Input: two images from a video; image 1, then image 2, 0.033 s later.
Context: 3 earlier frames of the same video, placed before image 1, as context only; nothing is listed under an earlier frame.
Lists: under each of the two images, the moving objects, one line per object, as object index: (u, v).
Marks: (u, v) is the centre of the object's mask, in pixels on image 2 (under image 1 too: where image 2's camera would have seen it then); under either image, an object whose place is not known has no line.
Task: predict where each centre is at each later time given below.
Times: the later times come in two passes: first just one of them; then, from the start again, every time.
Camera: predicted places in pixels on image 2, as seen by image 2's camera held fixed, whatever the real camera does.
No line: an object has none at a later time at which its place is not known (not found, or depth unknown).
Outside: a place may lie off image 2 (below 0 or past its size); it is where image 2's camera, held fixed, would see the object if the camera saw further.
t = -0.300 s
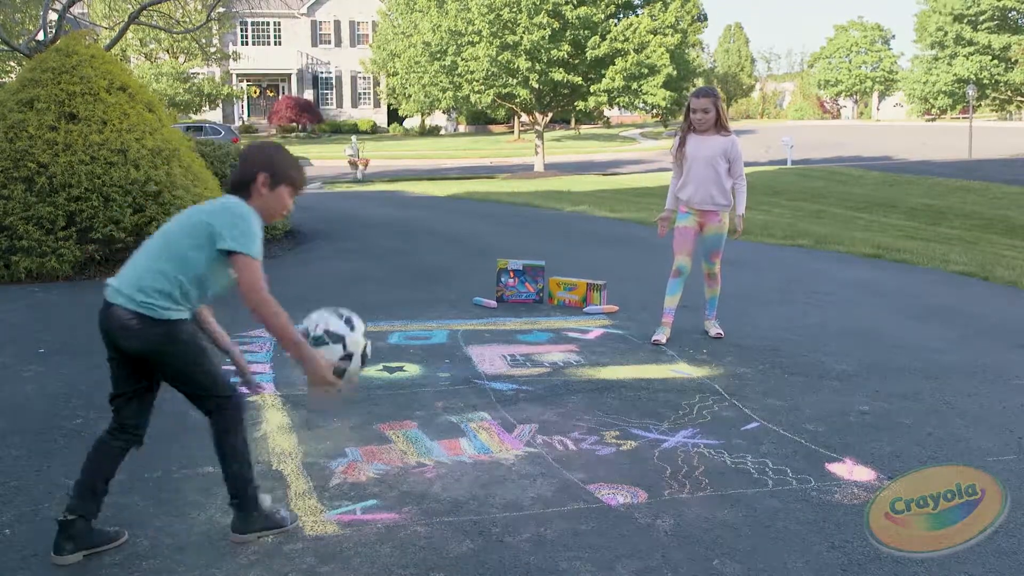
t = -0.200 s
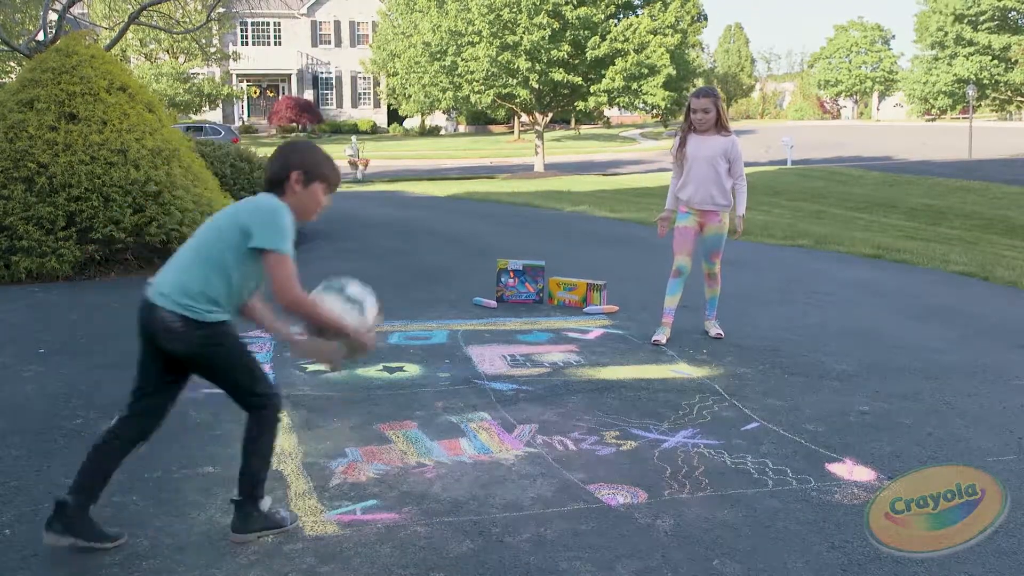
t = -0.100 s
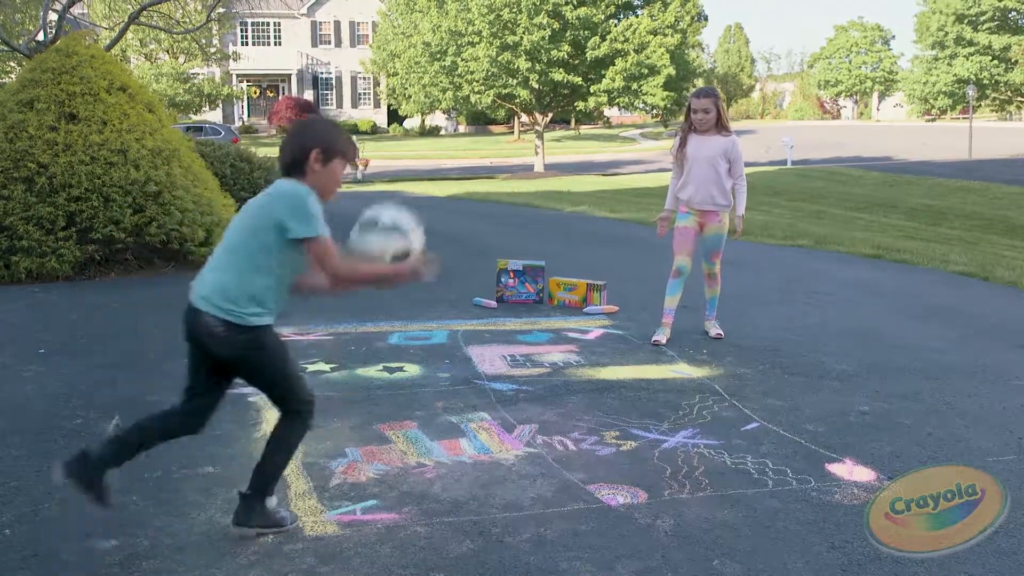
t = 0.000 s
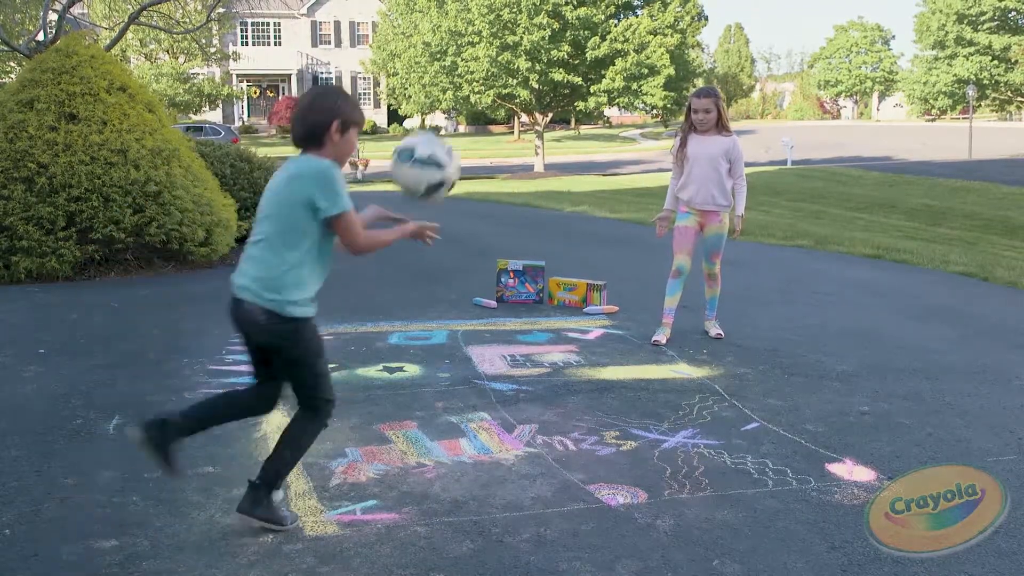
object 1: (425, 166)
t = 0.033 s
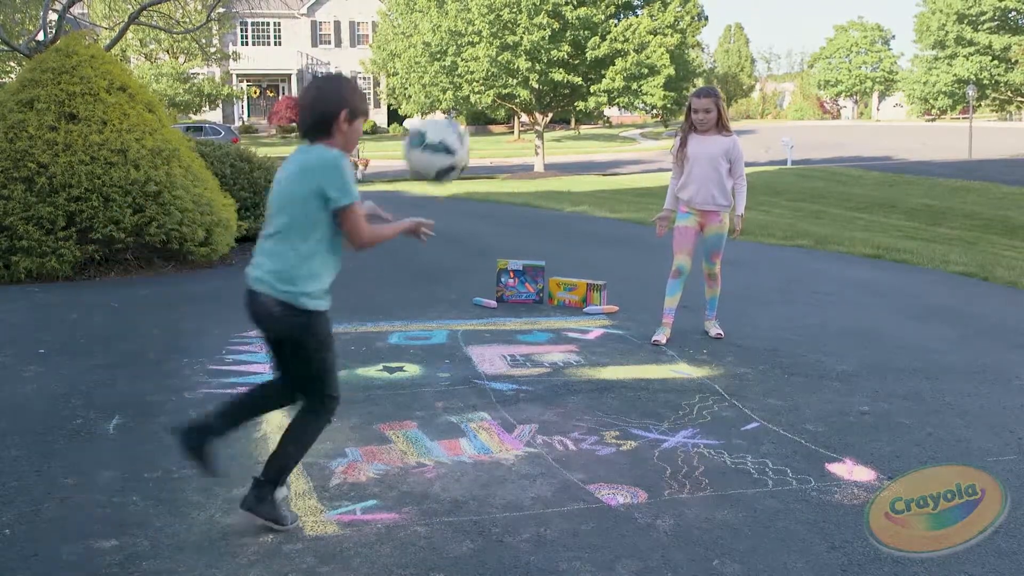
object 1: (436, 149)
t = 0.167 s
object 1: (480, 120)
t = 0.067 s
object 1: (449, 136)
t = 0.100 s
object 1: (459, 127)
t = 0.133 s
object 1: (470, 122)
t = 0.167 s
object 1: (480, 120)
